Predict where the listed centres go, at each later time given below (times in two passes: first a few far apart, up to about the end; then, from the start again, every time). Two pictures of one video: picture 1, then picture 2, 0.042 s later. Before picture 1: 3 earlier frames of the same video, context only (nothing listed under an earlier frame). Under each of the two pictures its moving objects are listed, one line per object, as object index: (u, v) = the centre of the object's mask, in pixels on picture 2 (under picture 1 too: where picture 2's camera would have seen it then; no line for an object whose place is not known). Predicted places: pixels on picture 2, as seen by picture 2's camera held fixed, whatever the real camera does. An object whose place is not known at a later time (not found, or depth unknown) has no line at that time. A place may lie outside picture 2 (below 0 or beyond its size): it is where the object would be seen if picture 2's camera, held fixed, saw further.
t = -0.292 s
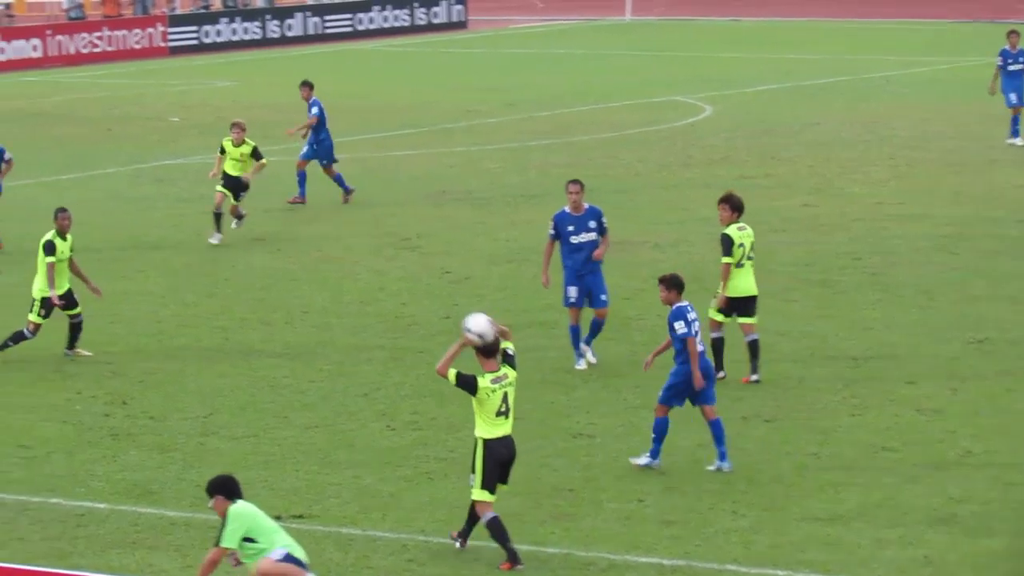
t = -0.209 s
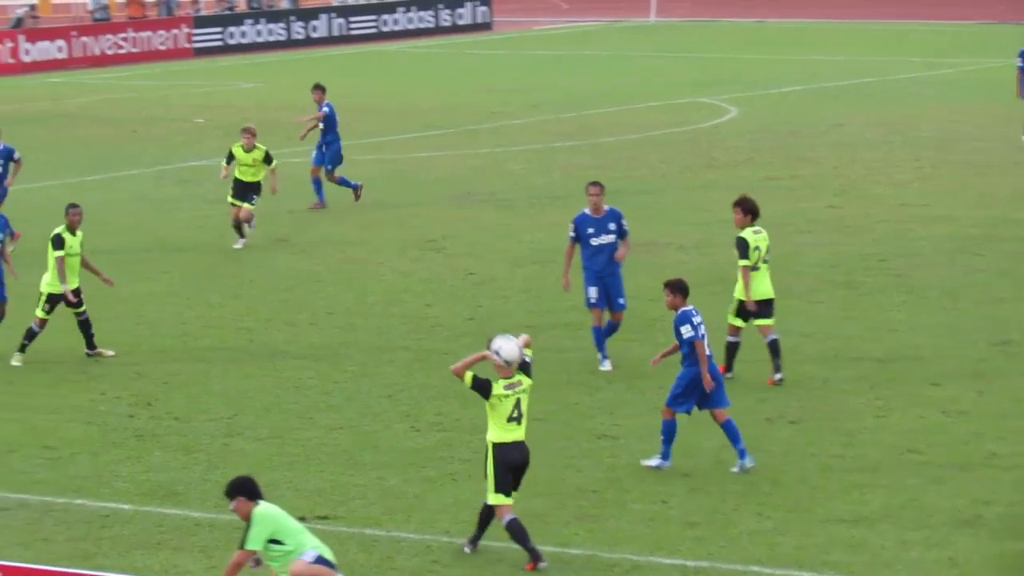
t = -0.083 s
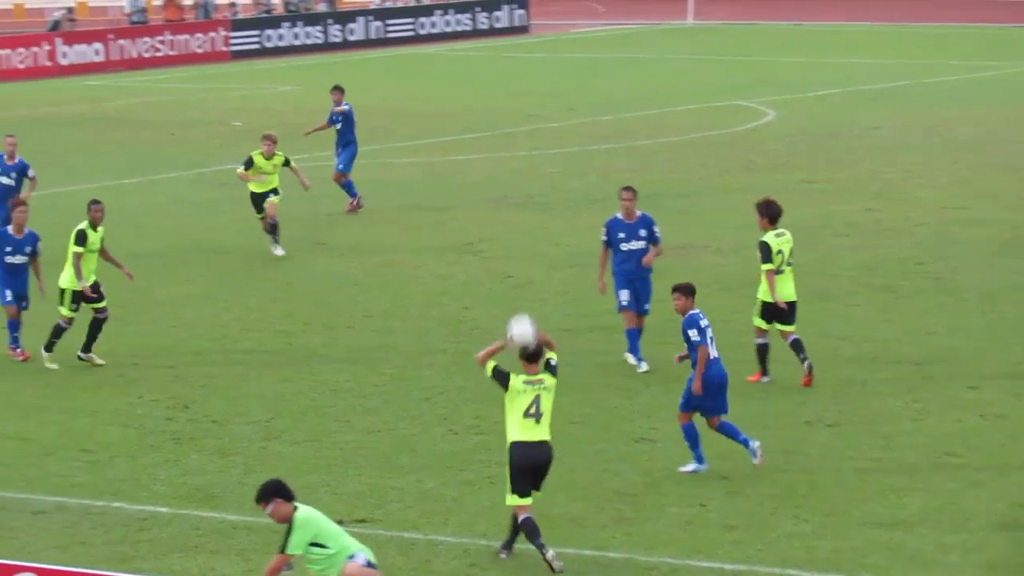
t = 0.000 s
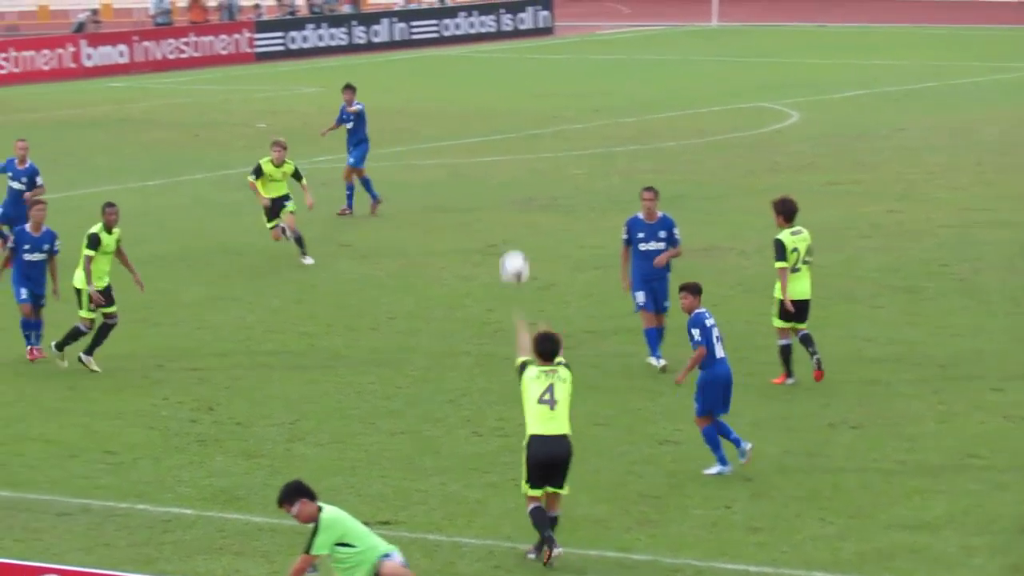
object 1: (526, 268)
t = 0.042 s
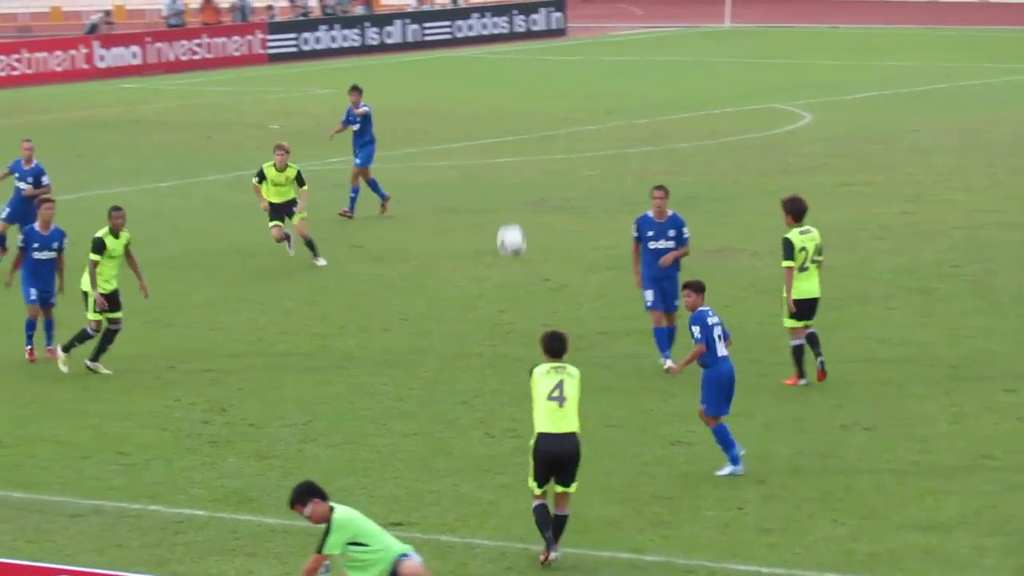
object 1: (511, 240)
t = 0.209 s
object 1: (455, 153)
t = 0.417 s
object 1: (397, 97)
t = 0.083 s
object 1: (496, 214)
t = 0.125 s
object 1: (482, 191)
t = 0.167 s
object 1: (468, 171)
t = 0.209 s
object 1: (455, 153)
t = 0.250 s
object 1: (443, 137)
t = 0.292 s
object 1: (431, 124)
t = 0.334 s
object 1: (420, 113)
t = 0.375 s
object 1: (408, 104)
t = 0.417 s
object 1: (397, 97)
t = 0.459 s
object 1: (386, 92)
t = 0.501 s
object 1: (375, 90)
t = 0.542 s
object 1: (365, 89)
